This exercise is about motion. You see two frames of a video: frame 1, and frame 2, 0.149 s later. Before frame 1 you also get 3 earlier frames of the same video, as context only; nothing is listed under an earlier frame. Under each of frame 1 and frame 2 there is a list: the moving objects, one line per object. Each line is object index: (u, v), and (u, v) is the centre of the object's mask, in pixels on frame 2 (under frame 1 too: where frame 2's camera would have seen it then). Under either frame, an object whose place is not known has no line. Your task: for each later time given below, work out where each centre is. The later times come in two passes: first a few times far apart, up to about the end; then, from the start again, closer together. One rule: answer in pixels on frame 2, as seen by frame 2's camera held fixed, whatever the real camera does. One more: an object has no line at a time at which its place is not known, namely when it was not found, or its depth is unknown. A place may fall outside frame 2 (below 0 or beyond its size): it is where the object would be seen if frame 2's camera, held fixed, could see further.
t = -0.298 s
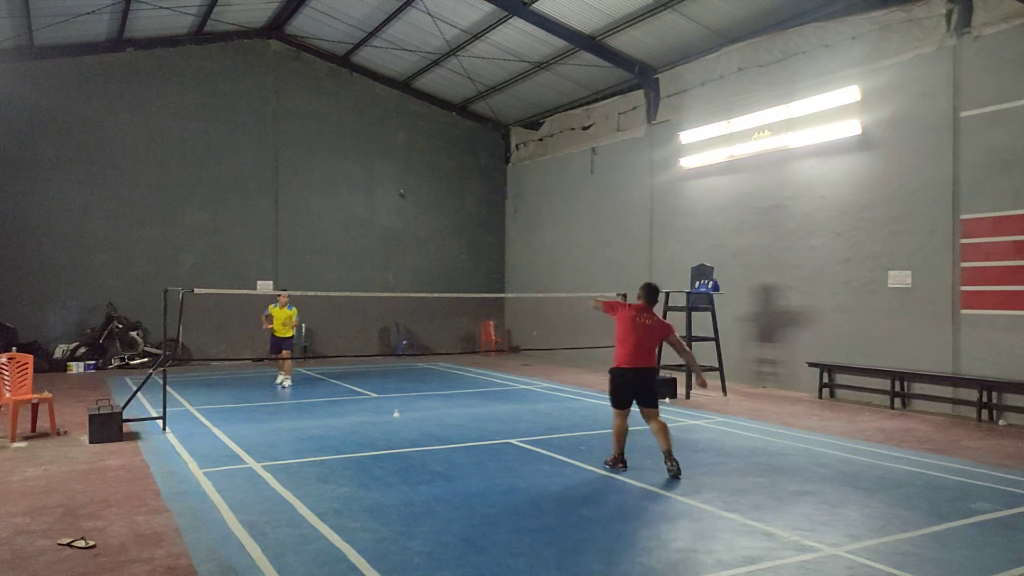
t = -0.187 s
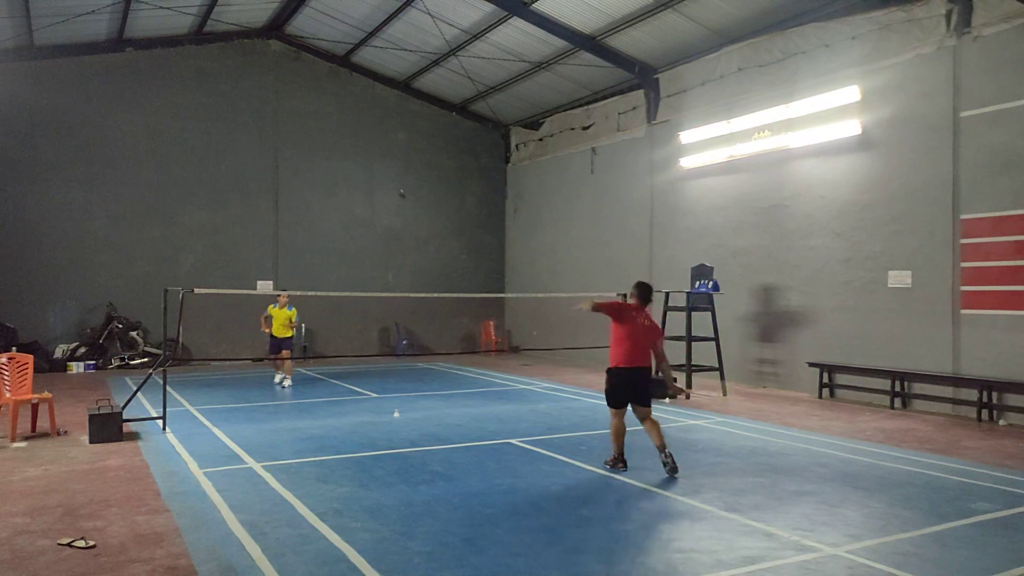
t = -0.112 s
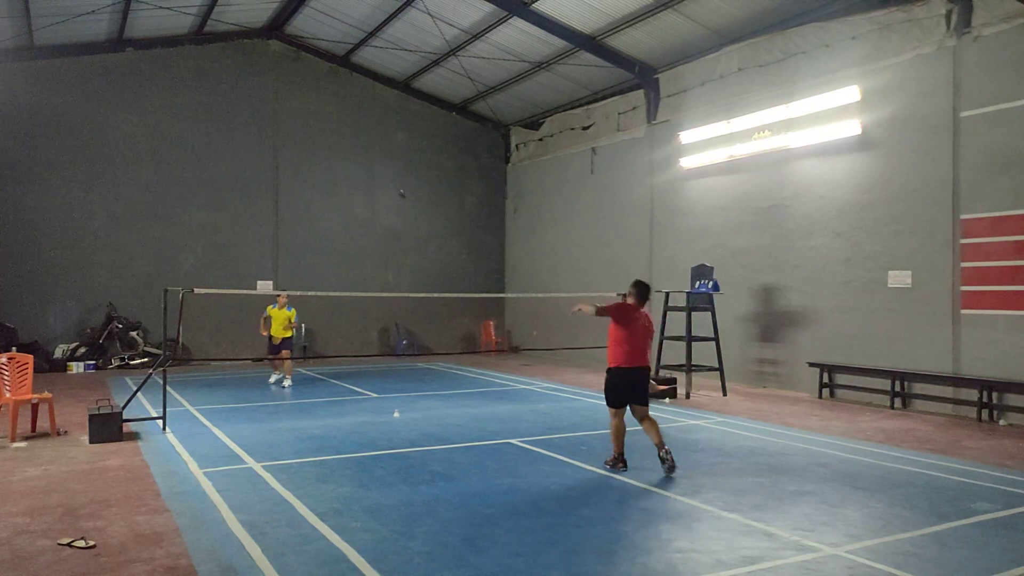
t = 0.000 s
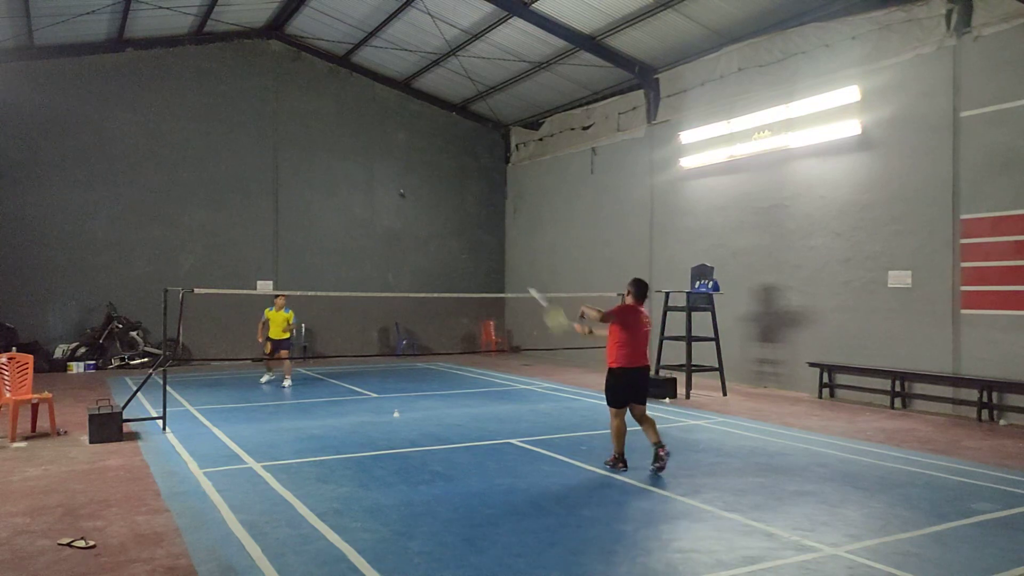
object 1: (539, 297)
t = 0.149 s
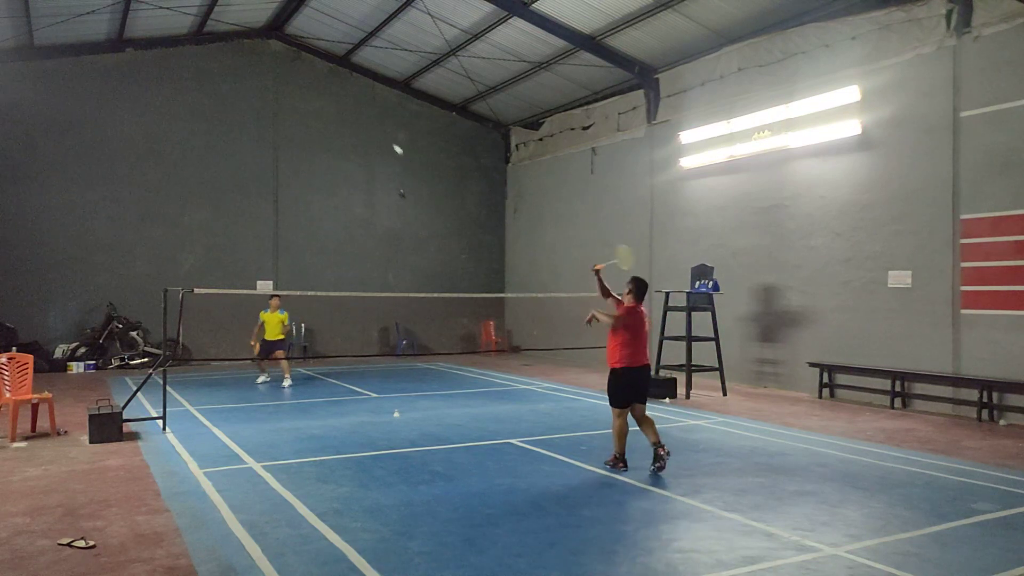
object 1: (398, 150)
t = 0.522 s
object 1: (276, 64)
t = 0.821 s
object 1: (233, 78)
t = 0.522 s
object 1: (276, 64)
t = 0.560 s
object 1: (267, 63)
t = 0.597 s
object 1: (261, 63)
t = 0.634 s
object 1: (259, 64)
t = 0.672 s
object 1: (251, 66)
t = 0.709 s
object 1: (244, 69)
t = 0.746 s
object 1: (239, 73)
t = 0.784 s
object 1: (235, 76)
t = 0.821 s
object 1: (233, 78)
